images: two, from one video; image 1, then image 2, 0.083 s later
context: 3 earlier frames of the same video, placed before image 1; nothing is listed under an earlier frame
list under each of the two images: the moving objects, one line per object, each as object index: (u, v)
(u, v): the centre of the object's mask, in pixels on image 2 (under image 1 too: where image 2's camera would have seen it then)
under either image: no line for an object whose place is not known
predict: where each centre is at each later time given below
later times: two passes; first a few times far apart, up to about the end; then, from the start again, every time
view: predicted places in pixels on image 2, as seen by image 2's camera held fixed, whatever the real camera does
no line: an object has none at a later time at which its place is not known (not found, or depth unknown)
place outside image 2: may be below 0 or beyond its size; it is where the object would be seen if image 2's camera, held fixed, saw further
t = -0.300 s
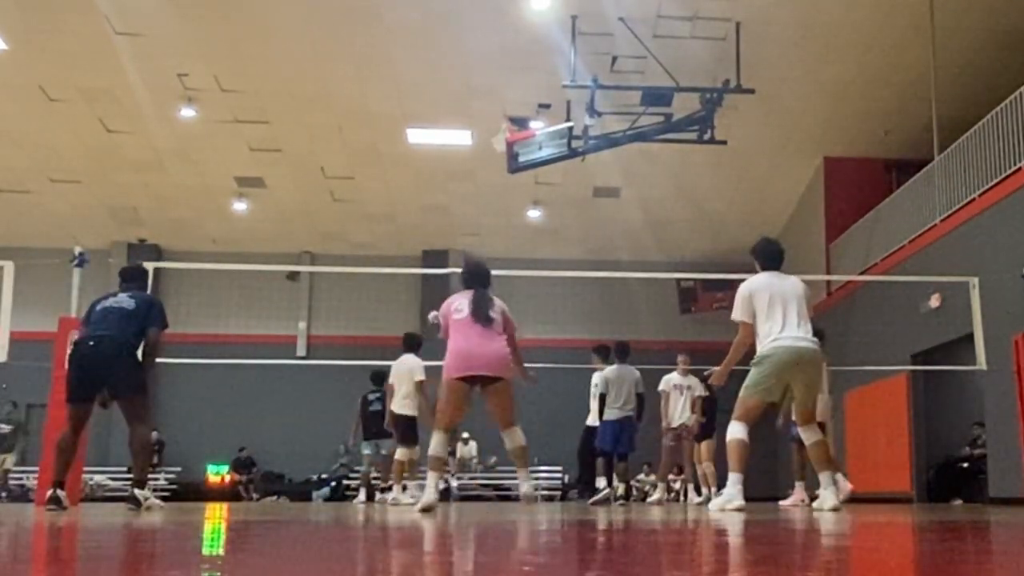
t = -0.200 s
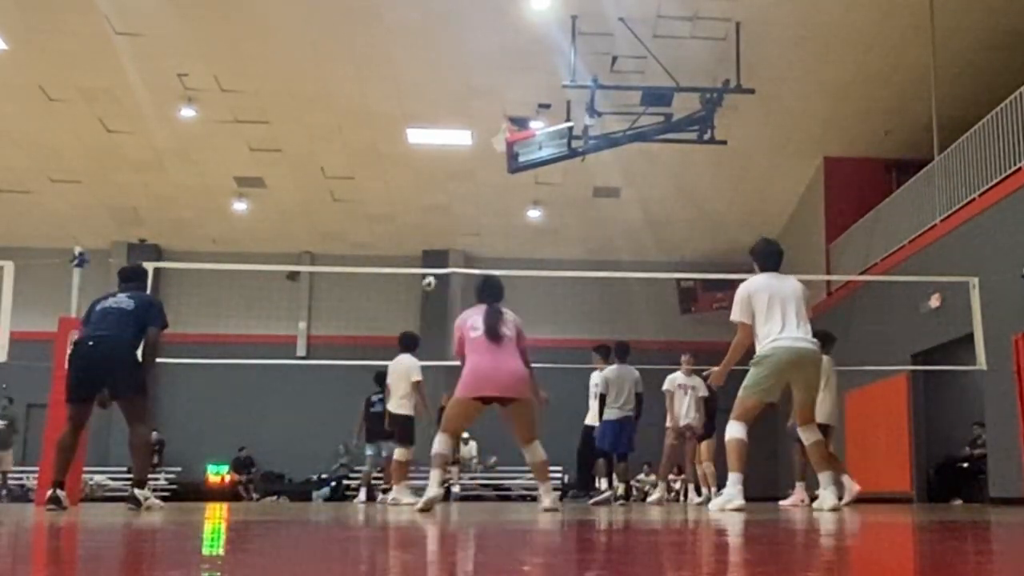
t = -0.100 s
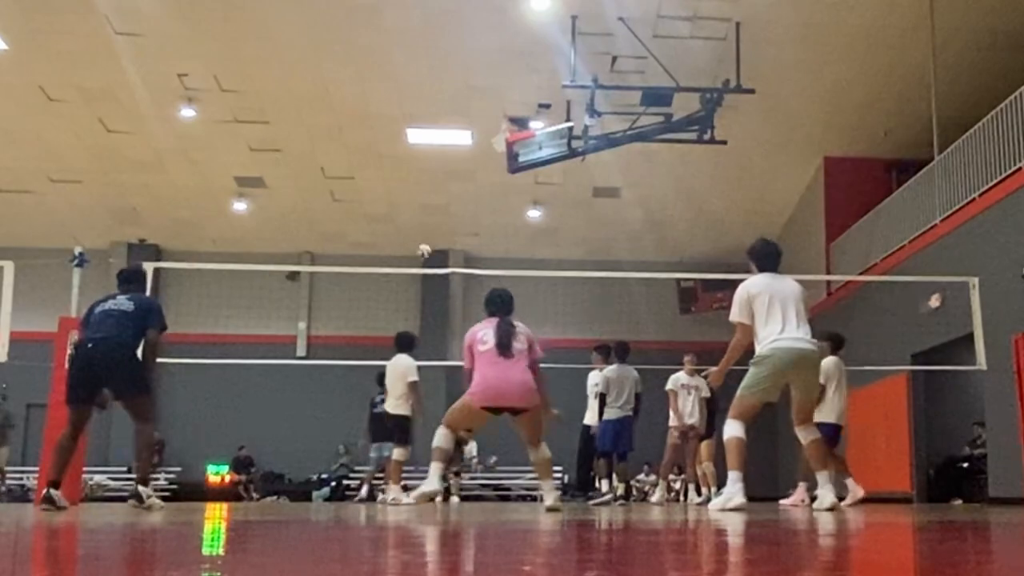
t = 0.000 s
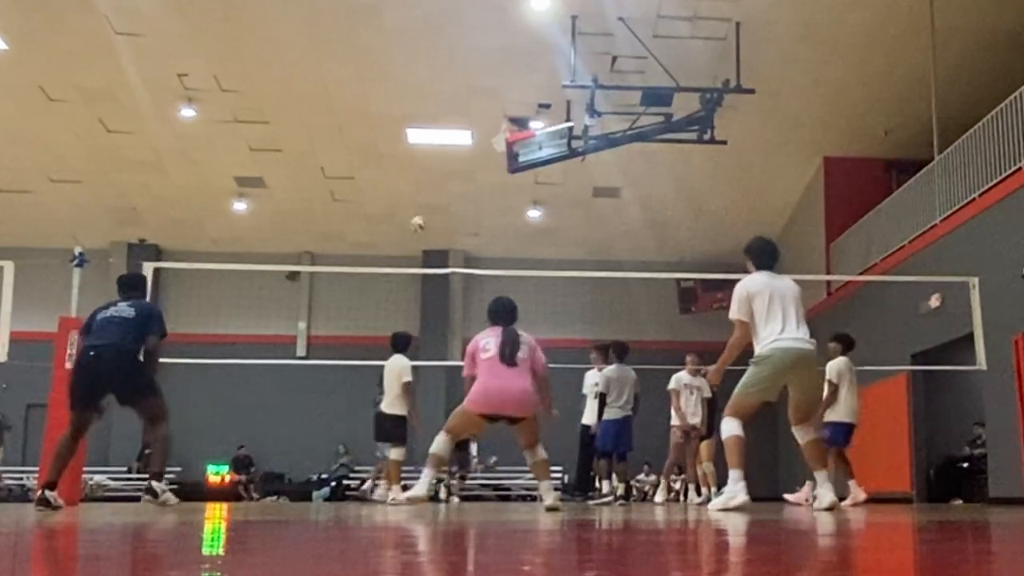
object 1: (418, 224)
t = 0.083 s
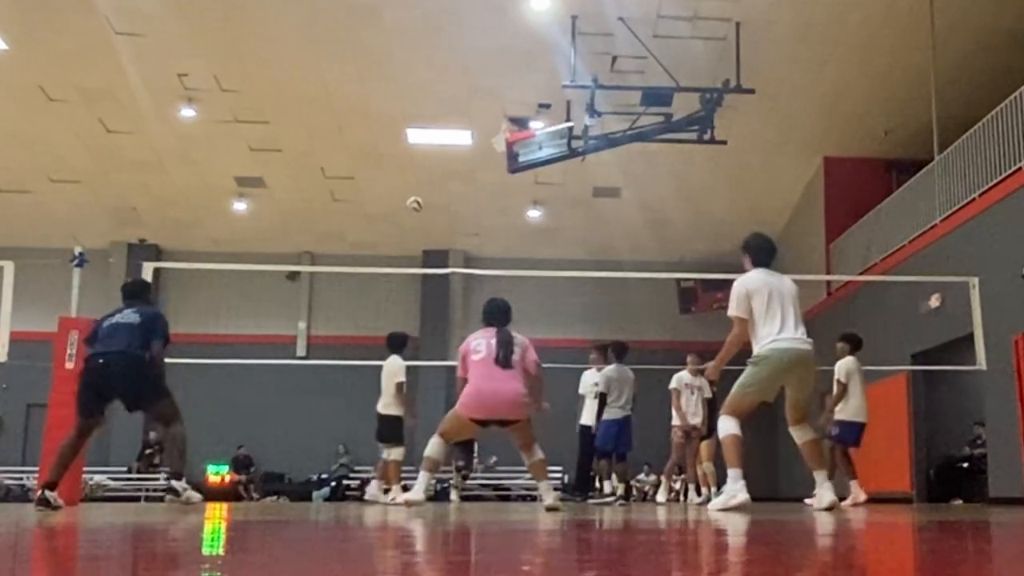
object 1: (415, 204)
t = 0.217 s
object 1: (409, 180)
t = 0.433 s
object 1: (401, 169)
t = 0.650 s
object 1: (383, 212)
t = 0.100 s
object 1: (414, 200)
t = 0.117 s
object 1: (413, 196)
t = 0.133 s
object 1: (413, 193)
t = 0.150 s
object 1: (412, 190)
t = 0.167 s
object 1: (412, 186)
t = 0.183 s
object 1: (411, 185)
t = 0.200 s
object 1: (410, 182)
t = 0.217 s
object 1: (409, 180)
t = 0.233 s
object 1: (409, 177)
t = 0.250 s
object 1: (409, 175)
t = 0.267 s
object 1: (409, 174)
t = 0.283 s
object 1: (408, 172)
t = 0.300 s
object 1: (407, 171)
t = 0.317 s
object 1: (407, 170)
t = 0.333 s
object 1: (406, 169)
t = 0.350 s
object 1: (406, 169)
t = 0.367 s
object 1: (405, 168)
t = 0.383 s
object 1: (404, 168)
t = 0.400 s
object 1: (403, 168)
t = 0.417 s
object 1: (402, 168)
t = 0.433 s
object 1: (401, 169)
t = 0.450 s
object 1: (399, 170)
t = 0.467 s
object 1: (398, 170)
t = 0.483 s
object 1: (397, 172)
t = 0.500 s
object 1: (396, 175)
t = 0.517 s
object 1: (394, 177)
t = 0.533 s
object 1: (392, 180)
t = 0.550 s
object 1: (391, 183)
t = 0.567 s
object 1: (390, 187)
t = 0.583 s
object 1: (389, 191)
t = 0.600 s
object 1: (387, 195)
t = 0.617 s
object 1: (386, 200)
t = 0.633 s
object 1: (384, 206)
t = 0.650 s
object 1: (383, 212)
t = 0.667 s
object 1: (382, 218)
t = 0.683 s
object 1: (381, 225)
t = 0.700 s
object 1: (379, 233)
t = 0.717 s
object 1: (378, 241)
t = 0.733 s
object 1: (377, 250)
